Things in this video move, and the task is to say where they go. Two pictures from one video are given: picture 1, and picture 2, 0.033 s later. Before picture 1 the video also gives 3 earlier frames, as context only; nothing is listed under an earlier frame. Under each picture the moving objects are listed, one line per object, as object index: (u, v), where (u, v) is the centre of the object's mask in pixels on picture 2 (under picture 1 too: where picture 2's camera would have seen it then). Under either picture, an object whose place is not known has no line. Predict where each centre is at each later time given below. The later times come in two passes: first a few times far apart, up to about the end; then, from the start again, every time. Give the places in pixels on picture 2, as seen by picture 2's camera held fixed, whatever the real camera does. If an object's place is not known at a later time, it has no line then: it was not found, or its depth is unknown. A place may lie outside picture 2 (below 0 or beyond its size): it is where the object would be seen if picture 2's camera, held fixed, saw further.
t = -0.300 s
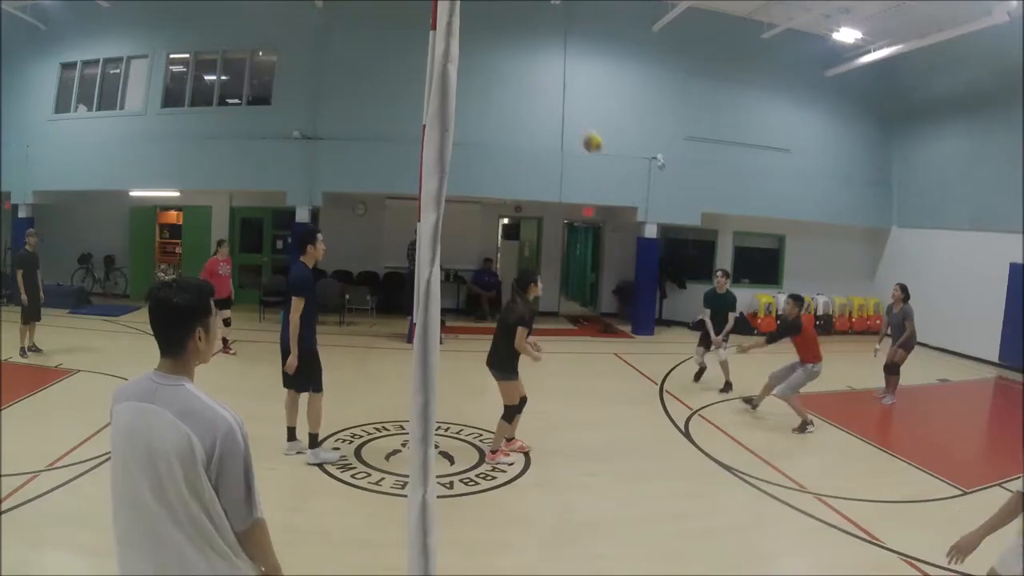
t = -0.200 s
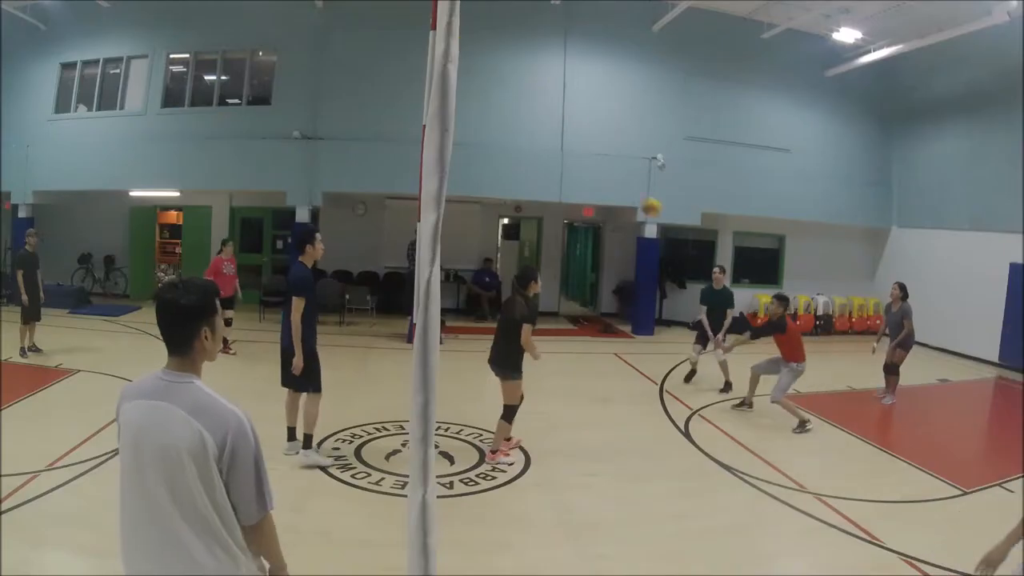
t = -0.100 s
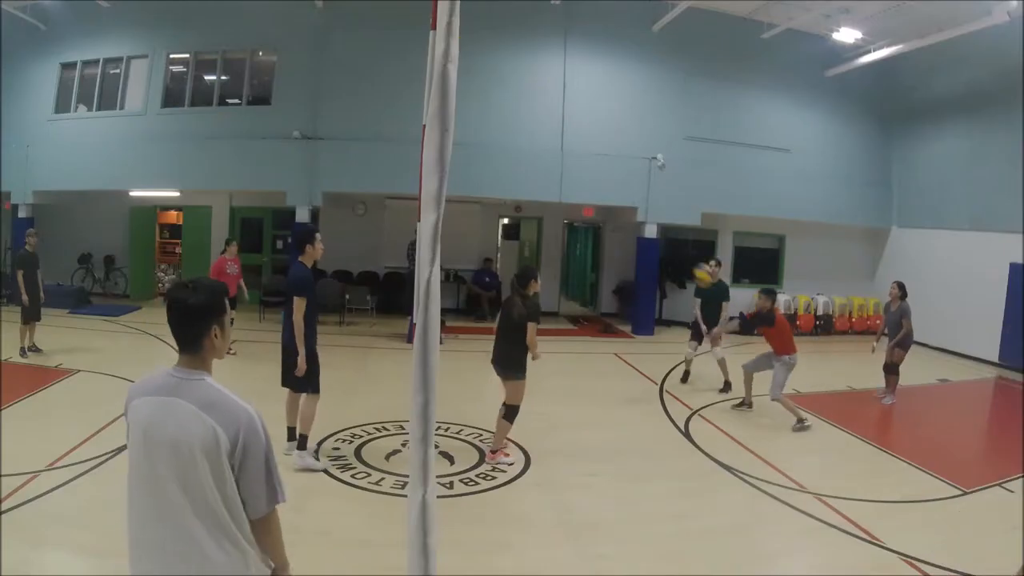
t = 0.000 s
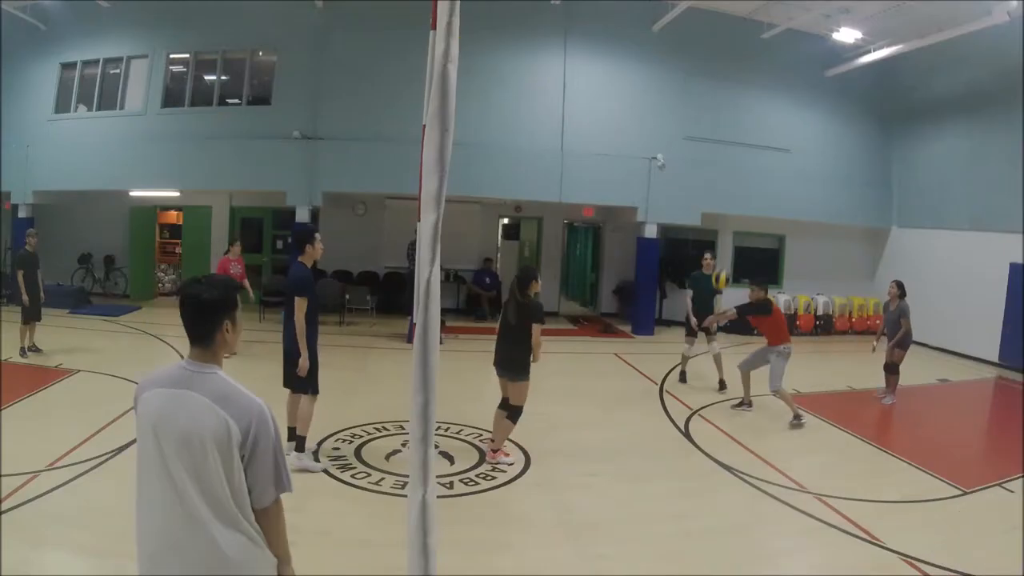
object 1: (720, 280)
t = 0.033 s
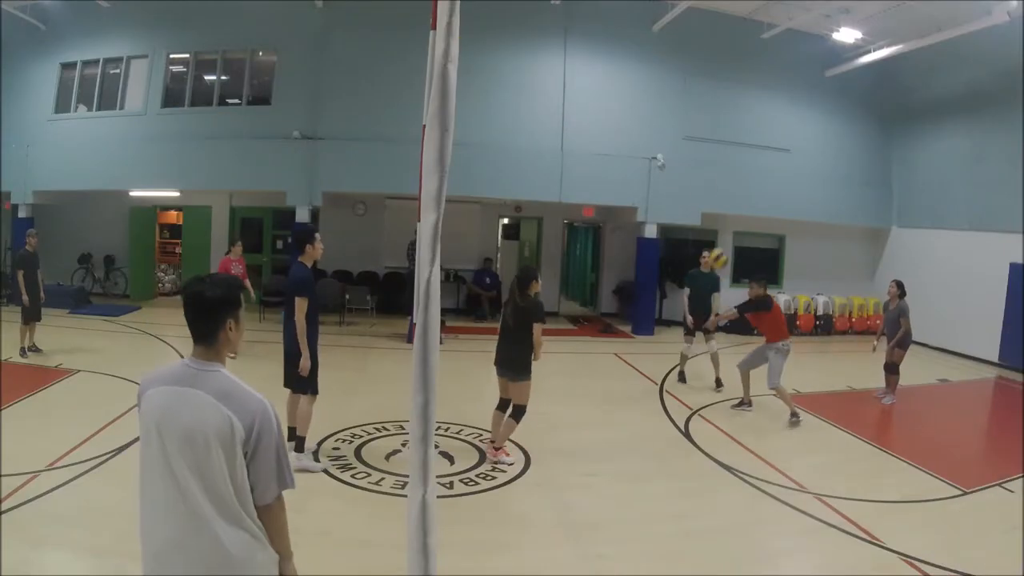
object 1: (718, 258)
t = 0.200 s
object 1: (699, 168)
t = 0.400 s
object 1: (672, 91)
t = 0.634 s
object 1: (637, 43)
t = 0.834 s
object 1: (604, 43)
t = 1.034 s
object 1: (565, 87)
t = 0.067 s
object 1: (714, 239)
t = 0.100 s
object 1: (711, 220)
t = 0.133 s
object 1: (708, 202)
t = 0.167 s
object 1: (704, 185)
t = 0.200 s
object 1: (699, 168)
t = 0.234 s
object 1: (695, 153)
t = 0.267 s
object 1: (691, 139)
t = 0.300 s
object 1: (686, 126)
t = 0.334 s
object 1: (682, 112)
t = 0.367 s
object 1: (677, 101)
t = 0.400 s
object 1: (672, 91)
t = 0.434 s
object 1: (668, 81)
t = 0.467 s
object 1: (663, 72)
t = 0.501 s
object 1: (658, 64)
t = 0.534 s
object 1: (653, 57)
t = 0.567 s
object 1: (648, 52)
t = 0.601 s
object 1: (642, 47)
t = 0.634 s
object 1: (637, 43)
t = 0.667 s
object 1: (632, 40)
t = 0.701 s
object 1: (627, 39)
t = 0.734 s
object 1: (621, 39)
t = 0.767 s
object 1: (616, 39)
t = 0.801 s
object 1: (610, 40)
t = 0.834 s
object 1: (604, 43)
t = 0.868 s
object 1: (597, 47)
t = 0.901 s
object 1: (591, 53)
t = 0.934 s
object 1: (585, 59)
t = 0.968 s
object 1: (579, 67)
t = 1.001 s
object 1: (572, 76)
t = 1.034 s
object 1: (565, 87)
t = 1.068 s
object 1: (557, 99)
